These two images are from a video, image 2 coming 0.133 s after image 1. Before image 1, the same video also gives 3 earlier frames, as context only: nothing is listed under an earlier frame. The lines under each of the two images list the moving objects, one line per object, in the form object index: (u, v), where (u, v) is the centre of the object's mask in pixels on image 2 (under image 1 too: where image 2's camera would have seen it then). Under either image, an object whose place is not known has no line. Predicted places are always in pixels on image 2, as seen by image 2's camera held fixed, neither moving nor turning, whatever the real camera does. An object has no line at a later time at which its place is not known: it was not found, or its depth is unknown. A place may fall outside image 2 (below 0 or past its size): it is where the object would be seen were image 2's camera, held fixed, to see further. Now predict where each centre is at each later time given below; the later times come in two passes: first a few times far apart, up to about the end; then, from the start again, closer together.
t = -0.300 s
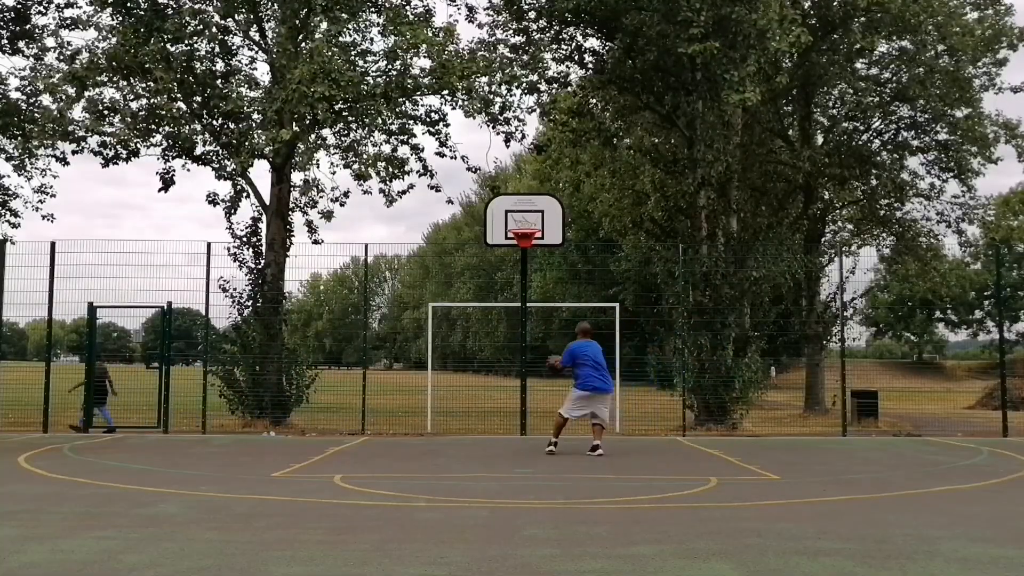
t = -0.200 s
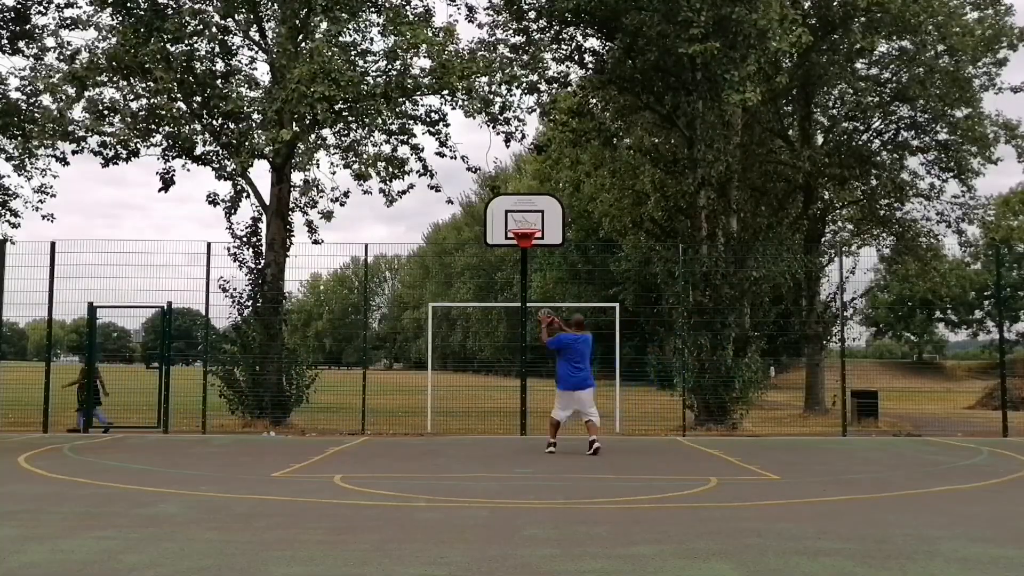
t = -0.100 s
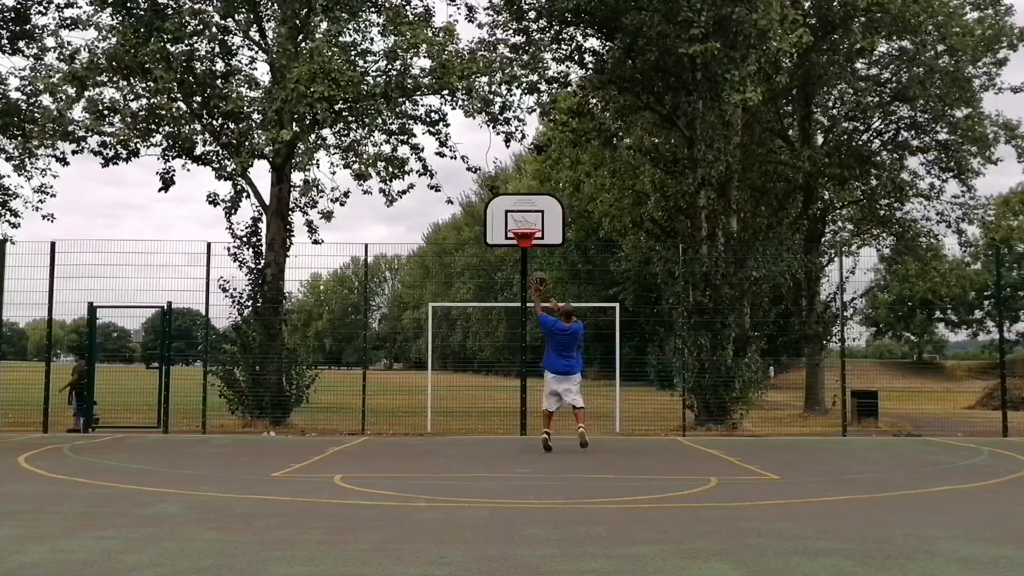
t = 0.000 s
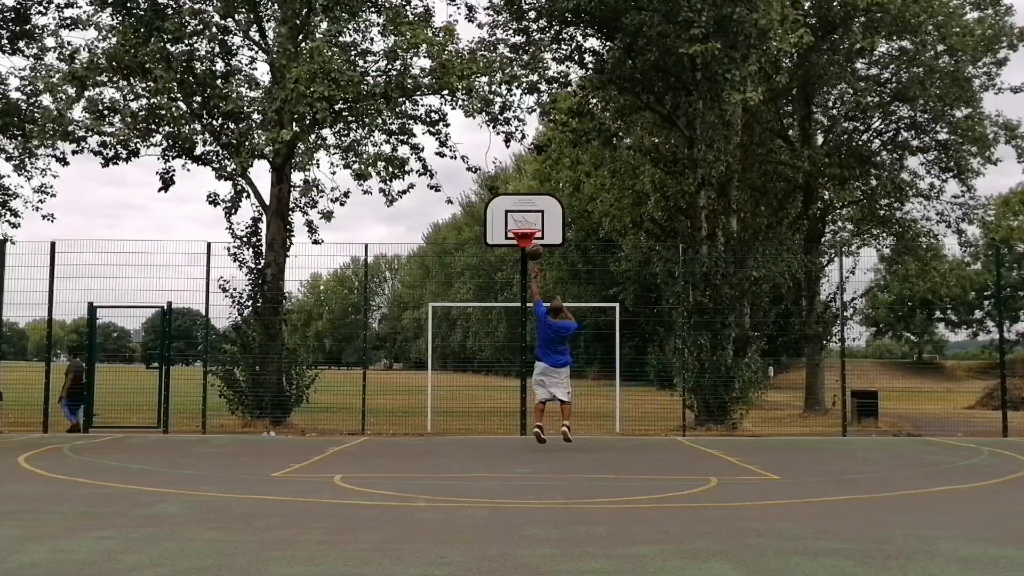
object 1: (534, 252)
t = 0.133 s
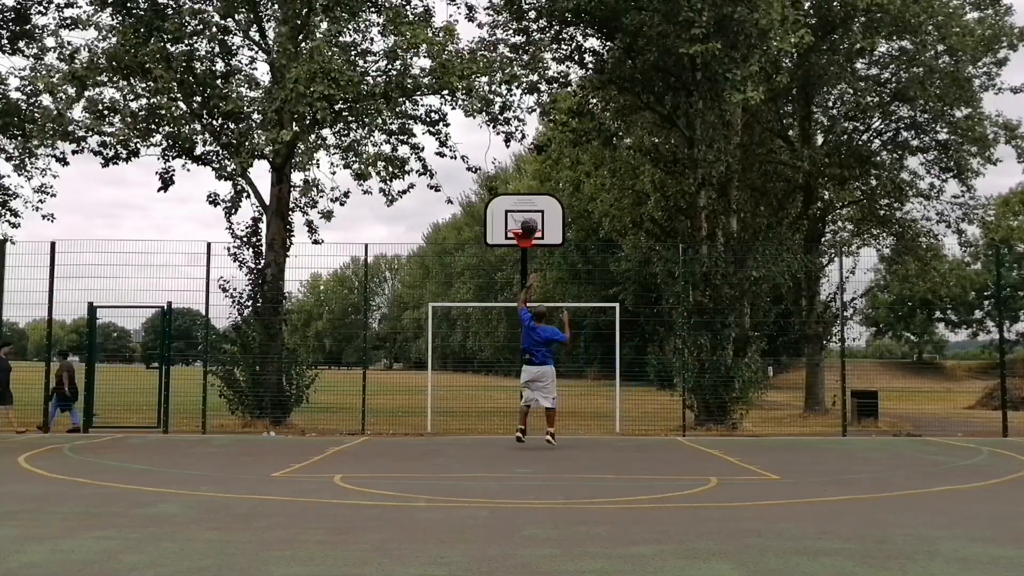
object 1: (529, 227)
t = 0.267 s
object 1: (524, 214)
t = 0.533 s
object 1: (517, 227)
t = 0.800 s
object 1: (535, 264)
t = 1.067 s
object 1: (555, 344)
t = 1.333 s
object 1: (571, 409)
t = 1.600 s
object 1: (582, 337)
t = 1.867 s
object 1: (591, 314)
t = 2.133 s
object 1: (602, 337)
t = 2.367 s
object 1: (609, 401)
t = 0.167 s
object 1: (528, 222)
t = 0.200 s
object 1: (527, 219)
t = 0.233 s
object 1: (526, 216)
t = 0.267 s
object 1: (524, 214)
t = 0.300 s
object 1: (524, 213)
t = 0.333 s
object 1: (523, 213)
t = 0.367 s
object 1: (522, 213)
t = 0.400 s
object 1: (521, 215)
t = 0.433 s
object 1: (520, 217)
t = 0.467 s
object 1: (519, 219)
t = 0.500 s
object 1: (518, 222)
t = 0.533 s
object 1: (517, 227)
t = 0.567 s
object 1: (518, 231)
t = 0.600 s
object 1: (520, 233)
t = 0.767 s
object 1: (533, 257)
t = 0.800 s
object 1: (535, 264)
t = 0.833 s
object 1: (537, 271)
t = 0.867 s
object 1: (540, 280)
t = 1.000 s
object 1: (550, 320)
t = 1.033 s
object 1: (553, 332)
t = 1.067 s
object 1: (555, 344)
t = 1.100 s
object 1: (557, 359)
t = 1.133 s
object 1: (559, 373)
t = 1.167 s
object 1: (561, 389)
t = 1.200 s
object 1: (564, 403)
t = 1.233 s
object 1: (566, 420)
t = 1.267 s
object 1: (568, 434)
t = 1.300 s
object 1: (570, 421)
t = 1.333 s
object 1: (571, 409)
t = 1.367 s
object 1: (573, 397)
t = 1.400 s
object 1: (574, 387)
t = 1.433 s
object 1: (575, 377)
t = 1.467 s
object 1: (577, 366)
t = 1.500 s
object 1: (578, 357)
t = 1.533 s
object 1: (580, 349)
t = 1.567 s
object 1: (581, 342)
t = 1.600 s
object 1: (582, 337)
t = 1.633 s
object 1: (583, 331)
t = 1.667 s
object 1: (584, 326)
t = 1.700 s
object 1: (586, 323)
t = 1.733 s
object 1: (587, 318)
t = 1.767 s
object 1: (588, 316)
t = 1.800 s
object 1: (589, 315)
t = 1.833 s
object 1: (590, 315)
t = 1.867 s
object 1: (591, 314)
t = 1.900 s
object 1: (592, 314)
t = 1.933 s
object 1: (594, 314)
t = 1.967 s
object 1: (595, 316)
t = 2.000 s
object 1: (597, 318)
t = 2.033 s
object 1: (597, 322)
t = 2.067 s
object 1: (599, 326)
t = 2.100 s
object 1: (600, 332)
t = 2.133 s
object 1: (602, 337)
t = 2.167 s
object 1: (603, 344)
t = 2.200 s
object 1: (604, 351)
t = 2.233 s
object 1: (605, 359)
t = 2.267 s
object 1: (606, 369)
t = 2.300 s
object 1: (607, 380)
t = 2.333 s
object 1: (608, 390)
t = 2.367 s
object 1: (609, 401)
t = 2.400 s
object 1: (611, 413)
